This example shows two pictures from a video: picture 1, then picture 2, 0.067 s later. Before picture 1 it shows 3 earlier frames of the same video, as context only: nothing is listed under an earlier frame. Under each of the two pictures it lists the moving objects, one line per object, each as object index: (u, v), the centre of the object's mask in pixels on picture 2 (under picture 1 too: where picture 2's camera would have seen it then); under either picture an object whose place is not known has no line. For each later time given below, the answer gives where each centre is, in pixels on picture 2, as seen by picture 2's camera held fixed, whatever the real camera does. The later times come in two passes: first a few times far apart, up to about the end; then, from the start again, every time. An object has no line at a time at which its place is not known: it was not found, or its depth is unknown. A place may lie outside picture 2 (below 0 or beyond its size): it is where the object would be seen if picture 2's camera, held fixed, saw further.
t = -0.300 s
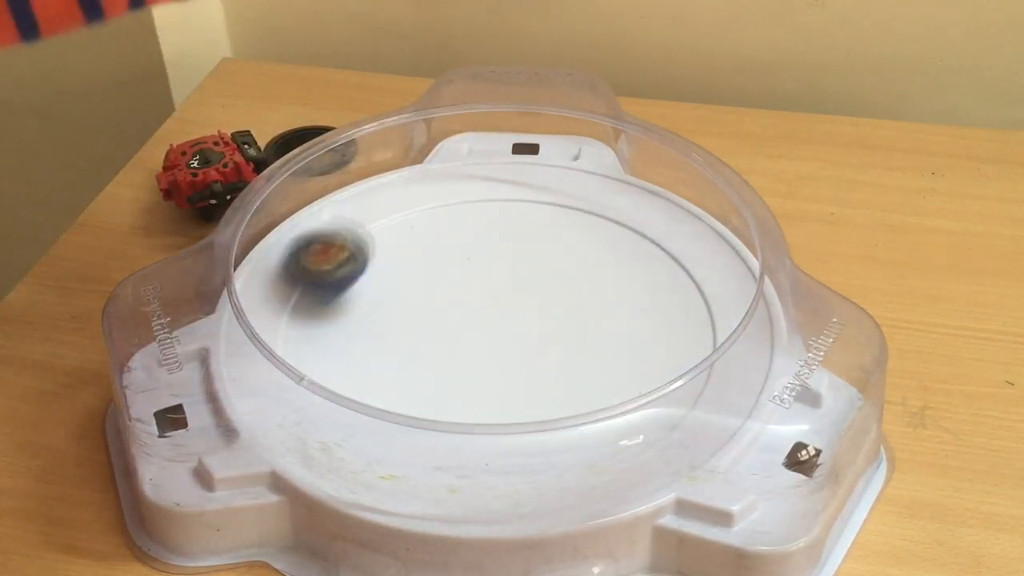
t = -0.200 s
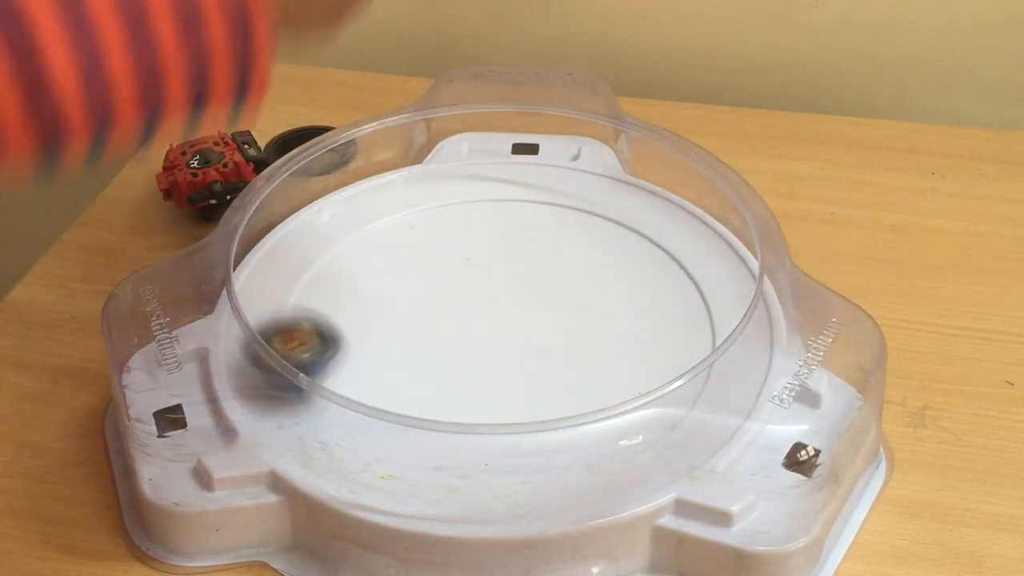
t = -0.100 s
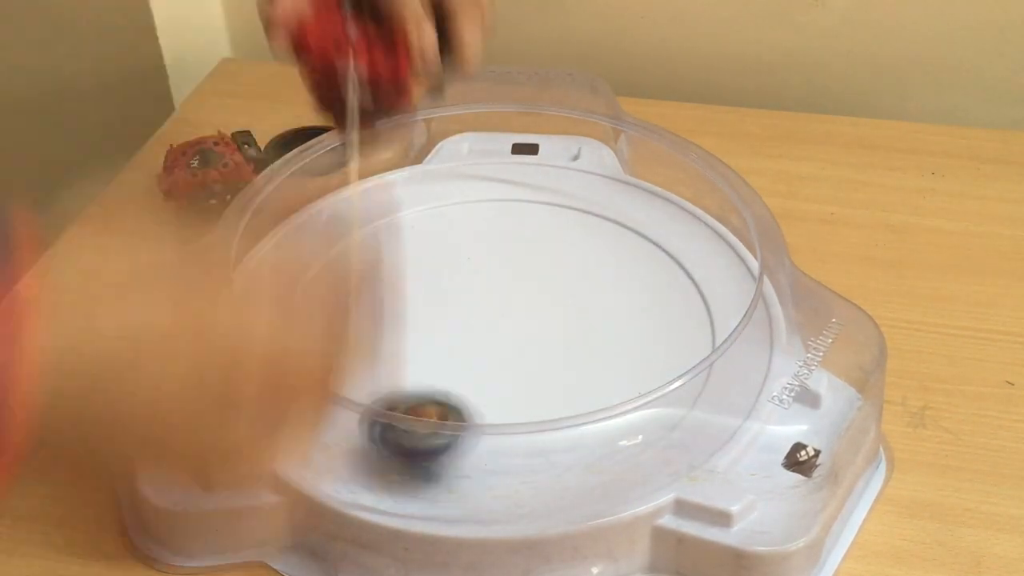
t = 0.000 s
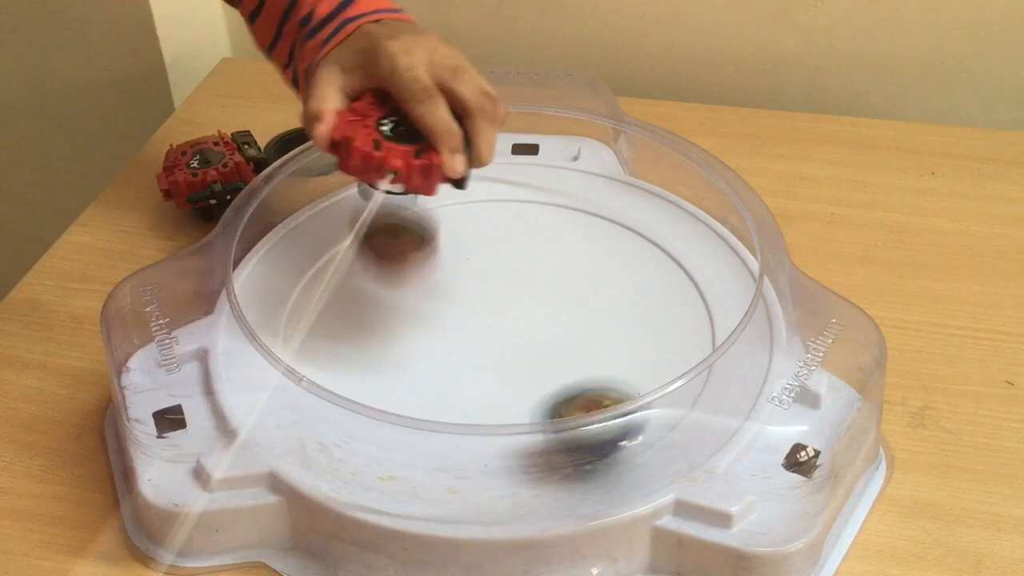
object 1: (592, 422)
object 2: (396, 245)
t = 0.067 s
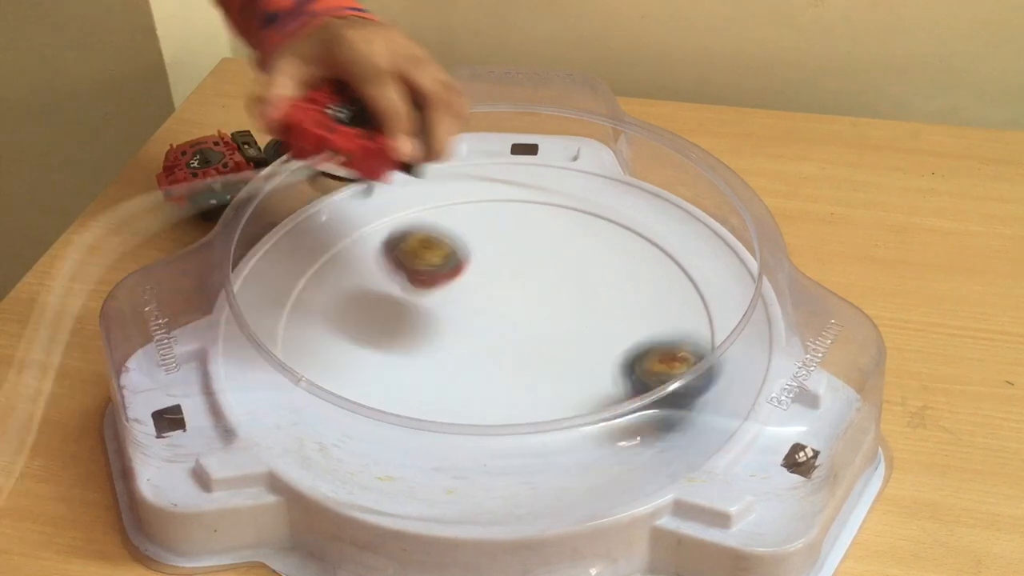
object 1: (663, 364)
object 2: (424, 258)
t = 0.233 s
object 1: (656, 235)
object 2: (562, 312)
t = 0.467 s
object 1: (379, 204)
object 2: (611, 308)
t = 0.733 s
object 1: (349, 426)
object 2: (508, 278)
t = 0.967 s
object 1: (665, 338)
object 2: (417, 264)
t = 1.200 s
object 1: (586, 194)
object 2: (481, 339)
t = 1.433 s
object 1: (407, 254)
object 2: (597, 331)
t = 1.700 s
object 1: (495, 406)
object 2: (547, 265)
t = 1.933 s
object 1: (670, 342)
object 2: (451, 286)
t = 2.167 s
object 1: (571, 264)
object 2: (474, 346)
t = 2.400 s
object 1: (373, 303)
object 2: (559, 348)
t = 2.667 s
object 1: (420, 412)
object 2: (550, 298)
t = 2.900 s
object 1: (563, 356)
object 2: (480, 319)
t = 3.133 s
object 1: (515, 259)
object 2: (460, 370)
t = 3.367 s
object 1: (402, 264)
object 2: (498, 348)
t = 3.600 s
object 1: (393, 359)
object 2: (534, 331)
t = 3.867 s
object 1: (473, 401)
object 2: (553, 312)
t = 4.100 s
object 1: (607, 371)
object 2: (428, 246)
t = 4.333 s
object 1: (635, 365)
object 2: (341, 229)
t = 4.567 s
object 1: (525, 344)
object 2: (427, 372)
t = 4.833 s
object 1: (687, 242)
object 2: (399, 405)
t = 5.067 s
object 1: (595, 283)
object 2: (511, 359)
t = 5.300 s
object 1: (712, 234)
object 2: (327, 344)
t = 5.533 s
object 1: (615, 294)
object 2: (387, 346)
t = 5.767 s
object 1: (530, 308)
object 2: (462, 346)
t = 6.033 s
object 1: (560, 283)
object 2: (418, 305)
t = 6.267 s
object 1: (539, 296)
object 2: (457, 323)
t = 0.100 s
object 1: (682, 341)
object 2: (450, 237)
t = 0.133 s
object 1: (695, 316)
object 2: (479, 232)
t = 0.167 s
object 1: (692, 286)
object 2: (506, 242)
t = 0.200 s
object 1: (678, 259)
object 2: (534, 269)
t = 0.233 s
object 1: (656, 235)
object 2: (562, 312)
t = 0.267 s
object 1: (629, 214)
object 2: (575, 287)
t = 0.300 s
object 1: (596, 199)
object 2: (584, 268)
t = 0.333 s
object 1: (557, 185)
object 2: (594, 262)
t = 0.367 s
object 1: (511, 178)
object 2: (602, 271)
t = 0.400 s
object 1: (467, 178)
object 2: (610, 296)
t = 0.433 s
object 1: (420, 189)
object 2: (613, 313)
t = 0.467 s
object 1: (379, 204)
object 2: (611, 308)
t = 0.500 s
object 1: (340, 226)
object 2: (605, 306)
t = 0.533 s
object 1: (308, 253)
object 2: (595, 297)
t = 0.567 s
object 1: (287, 285)
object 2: (585, 303)
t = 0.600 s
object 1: (285, 315)
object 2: (569, 289)
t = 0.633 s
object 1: (285, 354)
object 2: (553, 284)
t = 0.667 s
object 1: (296, 384)
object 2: (537, 290)
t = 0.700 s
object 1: (312, 412)
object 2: (523, 277)
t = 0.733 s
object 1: (349, 426)
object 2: (508, 278)
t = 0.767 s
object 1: (398, 430)
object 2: (495, 271)
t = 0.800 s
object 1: (452, 439)
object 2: (480, 266)
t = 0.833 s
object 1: (511, 433)
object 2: (465, 262)
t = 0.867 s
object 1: (564, 415)
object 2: (451, 258)
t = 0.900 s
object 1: (605, 383)
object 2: (437, 257)
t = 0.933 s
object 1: (641, 361)
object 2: (426, 259)
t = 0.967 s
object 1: (665, 338)
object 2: (417, 264)
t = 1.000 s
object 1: (675, 308)
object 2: (412, 272)
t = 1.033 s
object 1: (678, 280)
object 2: (412, 283)
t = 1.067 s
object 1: (675, 255)
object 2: (418, 295)
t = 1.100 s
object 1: (663, 232)
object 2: (428, 308)
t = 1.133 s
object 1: (644, 214)
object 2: (443, 319)
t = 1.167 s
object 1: (617, 199)
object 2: (461, 329)
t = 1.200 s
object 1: (586, 194)
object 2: (481, 339)
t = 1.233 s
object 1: (552, 193)
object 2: (504, 344)
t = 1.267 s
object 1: (518, 194)
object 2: (525, 344)
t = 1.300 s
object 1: (492, 195)
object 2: (545, 340)
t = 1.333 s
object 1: (464, 203)
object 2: (564, 347)
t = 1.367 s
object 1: (440, 217)
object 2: (576, 329)
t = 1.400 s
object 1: (421, 235)
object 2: (587, 325)
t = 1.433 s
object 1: (407, 254)
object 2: (597, 331)
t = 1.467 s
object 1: (398, 276)
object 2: (605, 323)
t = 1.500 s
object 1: (393, 297)
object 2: (606, 308)
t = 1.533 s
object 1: (396, 318)
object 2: (605, 298)
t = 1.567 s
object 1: (405, 339)
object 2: (600, 291)
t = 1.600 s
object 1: (420, 360)
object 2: (591, 278)
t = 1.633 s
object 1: (441, 379)
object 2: (580, 280)
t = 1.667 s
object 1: (465, 390)
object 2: (564, 268)
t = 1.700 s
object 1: (495, 406)
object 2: (547, 265)
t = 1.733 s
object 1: (531, 409)
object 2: (531, 262)
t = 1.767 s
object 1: (563, 411)
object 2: (516, 263)
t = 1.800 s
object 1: (598, 405)
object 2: (499, 265)
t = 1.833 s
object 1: (625, 393)
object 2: (483, 268)
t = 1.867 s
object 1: (645, 376)
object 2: (469, 273)
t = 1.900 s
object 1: (661, 363)
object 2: (459, 280)
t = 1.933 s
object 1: (670, 342)
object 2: (451, 286)
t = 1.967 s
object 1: (674, 328)
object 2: (446, 294)
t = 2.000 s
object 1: (670, 311)
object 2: (444, 300)
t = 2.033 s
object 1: (655, 296)
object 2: (445, 310)
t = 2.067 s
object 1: (641, 282)
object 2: (448, 315)
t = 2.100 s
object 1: (619, 273)
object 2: (454, 327)
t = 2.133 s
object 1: (596, 267)
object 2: (462, 336)
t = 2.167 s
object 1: (571, 264)
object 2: (474, 346)
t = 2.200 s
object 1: (542, 263)
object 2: (489, 353)
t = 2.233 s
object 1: (508, 264)
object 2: (502, 358)
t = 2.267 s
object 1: (476, 267)
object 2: (515, 365)
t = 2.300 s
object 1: (447, 272)
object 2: (527, 358)
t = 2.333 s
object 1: (416, 282)
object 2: (539, 361)
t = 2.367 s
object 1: (394, 291)
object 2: (550, 352)
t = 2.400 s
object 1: (373, 303)
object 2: (559, 348)
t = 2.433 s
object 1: (359, 314)
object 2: (563, 342)
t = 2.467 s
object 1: (351, 329)
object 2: (564, 336)
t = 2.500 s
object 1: (346, 347)
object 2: (566, 328)
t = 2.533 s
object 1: (348, 360)
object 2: (568, 319)
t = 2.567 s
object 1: (360, 374)
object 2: (568, 311)
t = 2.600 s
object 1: (374, 393)
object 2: (564, 305)
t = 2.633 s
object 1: (394, 405)
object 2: (558, 300)
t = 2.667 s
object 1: (420, 412)
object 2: (550, 298)
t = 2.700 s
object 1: (449, 414)
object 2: (543, 296)
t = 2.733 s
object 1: (478, 414)
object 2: (534, 295)
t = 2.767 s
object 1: (504, 400)
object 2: (524, 297)
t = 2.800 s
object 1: (527, 393)
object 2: (514, 305)
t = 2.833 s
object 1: (545, 382)
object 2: (502, 309)
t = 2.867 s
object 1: (556, 371)
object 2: (489, 313)
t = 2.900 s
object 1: (563, 356)
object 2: (480, 319)
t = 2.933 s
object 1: (567, 341)
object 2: (472, 325)
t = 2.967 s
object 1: (568, 325)
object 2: (465, 333)
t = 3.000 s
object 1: (564, 310)
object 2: (458, 342)
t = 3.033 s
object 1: (557, 295)
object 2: (455, 352)
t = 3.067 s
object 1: (545, 281)
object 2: (453, 360)
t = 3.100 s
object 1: (530, 269)
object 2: (455, 366)
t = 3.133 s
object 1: (515, 259)
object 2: (460, 370)
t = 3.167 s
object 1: (499, 252)
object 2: (465, 373)
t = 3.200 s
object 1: (482, 247)
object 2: (470, 373)
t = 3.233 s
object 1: (465, 246)
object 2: (475, 367)
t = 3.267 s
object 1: (447, 247)
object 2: (481, 364)
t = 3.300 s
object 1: (431, 248)
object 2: (487, 358)
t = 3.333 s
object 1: (415, 253)
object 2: (492, 352)
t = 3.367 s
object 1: (402, 264)
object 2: (498, 348)
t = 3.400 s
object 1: (394, 274)
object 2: (502, 344)
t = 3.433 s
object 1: (390, 290)
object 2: (505, 341)
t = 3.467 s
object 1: (391, 305)
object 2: (505, 339)
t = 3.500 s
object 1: (397, 318)
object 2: (505, 337)
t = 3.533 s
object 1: (409, 333)
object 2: (503, 335)
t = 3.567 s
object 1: (406, 345)
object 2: (512, 333)
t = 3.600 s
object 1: (393, 359)
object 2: (534, 331)
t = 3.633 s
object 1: (387, 370)
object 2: (551, 330)
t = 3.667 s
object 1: (386, 378)
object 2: (565, 327)
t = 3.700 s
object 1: (390, 385)
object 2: (573, 324)
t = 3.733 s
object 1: (400, 391)
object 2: (578, 321)
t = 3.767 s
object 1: (414, 397)
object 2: (578, 317)
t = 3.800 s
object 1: (432, 399)
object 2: (574, 315)
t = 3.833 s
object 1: (452, 402)
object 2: (564, 310)
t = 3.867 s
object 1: (473, 401)
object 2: (553, 312)
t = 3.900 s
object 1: (492, 395)
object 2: (542, 309)
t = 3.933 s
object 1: (510, 389)
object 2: (531, 305)
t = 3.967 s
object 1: (526, 378)
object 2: (520, 303)
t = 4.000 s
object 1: (536, 361)
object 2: (506, 301)
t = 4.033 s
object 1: (546, 347)
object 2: (490, 301)
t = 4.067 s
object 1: (580, 362)
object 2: (458, 276)
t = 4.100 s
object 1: (607, 371)
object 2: (428, 246)
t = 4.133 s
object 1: (635, 376)
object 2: (404, 220)
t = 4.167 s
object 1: (657, 377)
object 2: (383, 199)
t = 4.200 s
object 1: (667, 375)
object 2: (362, 186)
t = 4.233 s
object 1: (664, 370)
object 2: (355, 188)
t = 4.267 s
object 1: (657, 371)
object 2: (348, 197)
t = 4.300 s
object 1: (645, 363)
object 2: (342, 215)
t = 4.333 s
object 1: (635, 365)
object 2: (341, 229)
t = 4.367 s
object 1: (621, 362)
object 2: (340, 259)
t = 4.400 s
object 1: (608, 361)
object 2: (345, 280)
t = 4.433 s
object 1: (592, 355)
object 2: (354, 301)
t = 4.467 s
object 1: (575, 350)
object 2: (369, 322)
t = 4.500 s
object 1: (557, 351)
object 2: (387, 342)
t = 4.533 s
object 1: (538, 350)
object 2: (408, 358)
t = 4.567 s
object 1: (525, 344)
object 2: (427, 372)
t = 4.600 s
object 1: (571, 328)
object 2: (401, 378)
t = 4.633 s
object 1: (610, 313)
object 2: (380, 381)
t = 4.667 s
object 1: (648, 294)
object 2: (360, 394)
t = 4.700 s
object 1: (672, 275)
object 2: (353, 398)
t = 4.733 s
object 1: (692, 262)
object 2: (356, 399)
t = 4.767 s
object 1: (698, 252)
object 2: (365, 401)
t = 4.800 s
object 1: (694, 242)
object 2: (381, 404)
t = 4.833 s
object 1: (687, 242)
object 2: (399, 405)
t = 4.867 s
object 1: (680, 233)
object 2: (420, 403)
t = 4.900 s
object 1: (668, 235)
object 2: (440, 395)
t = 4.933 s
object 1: (655, 240)
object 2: (455, 394)
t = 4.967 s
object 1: (639, 248)
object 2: (468, 389)
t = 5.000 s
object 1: (623, 258)
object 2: (485, 380)
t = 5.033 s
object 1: (608, 269)
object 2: (500, 370)
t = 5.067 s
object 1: (595, 283)
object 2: (511, 359)
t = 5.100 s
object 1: (586, 300)
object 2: (516, 351)
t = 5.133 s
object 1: (622, 295)
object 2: (476, 353)
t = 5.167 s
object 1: (652, 274)
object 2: (430, 356)
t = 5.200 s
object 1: (685, 262)
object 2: (394, 354)
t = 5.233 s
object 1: (696, 242)
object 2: (365, 350)
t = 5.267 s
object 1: (707, 237)
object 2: (343, 346)
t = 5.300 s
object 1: (712, 234)
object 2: (327, 344)
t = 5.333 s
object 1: (707, 240)
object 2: (321, 342)
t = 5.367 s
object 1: (700, 244)
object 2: (320, 341)
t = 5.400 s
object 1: (688, 250)
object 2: (326, 341)
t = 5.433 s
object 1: (674, 260)
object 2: (336, 343)
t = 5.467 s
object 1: (655, 271)
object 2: (349, 344)
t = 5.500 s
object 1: (635, 284)
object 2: (367, 346)
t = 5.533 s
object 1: (615, 294)
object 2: (387, 346)
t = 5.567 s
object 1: (596, 302)
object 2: (407, 347)
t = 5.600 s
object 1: (574, 312)
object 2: (428, 349)
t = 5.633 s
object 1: (553, 318)
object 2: (448, 350)
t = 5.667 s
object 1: (535, 321)
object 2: (465, 350)
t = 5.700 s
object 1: (530, 317)
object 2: (468, 350)
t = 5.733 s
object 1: (528, 309)
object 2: (469, 348)
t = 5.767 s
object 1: (530, 308)
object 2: (462, 346)
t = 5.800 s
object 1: (545, 303)
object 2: (443, 339)
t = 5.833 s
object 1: (554, 299)
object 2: (428, 332)
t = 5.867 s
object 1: (560, 291)
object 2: (417, 324)
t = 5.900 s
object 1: (563, 287)
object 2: (409, 315)
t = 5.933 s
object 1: (564, 283)
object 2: (406, 309)
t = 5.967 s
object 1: (564, 280)
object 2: (408, 305)
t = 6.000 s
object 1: (562, 280)
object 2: (413, 304)
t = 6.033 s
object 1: (560, 283)
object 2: (418, 305)
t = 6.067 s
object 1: (556, 285)
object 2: (425, 306)
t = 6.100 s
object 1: (550, 286)
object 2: (432, 309)
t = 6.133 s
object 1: (545, 287)
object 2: (439, 314)
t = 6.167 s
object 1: (541, 289)
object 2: (444, 318)
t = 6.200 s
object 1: (540, 290)
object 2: (448, 322)
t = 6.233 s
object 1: (540, 293)
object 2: (452, 323)
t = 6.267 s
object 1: (539, 296)
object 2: (457, 323)
